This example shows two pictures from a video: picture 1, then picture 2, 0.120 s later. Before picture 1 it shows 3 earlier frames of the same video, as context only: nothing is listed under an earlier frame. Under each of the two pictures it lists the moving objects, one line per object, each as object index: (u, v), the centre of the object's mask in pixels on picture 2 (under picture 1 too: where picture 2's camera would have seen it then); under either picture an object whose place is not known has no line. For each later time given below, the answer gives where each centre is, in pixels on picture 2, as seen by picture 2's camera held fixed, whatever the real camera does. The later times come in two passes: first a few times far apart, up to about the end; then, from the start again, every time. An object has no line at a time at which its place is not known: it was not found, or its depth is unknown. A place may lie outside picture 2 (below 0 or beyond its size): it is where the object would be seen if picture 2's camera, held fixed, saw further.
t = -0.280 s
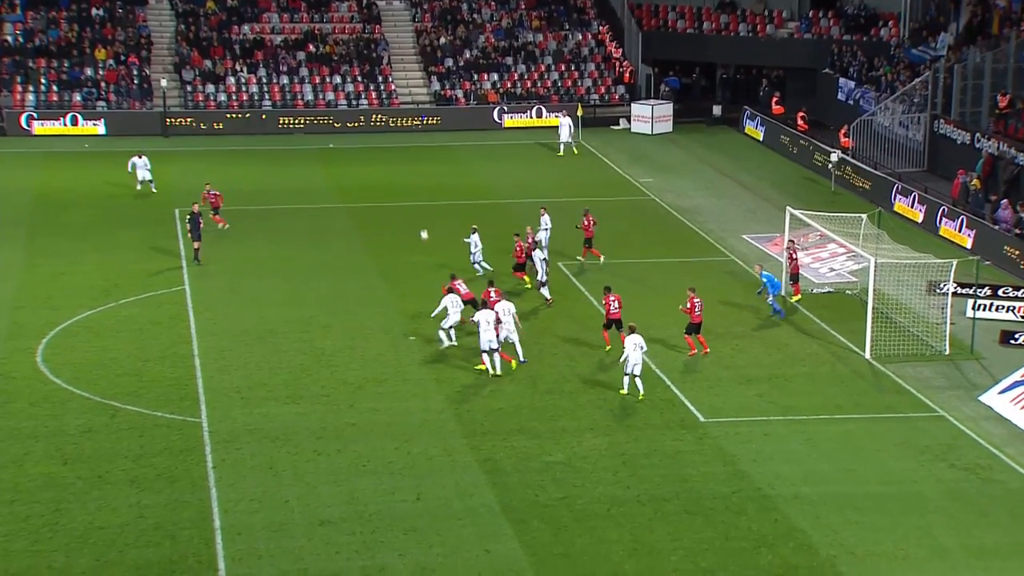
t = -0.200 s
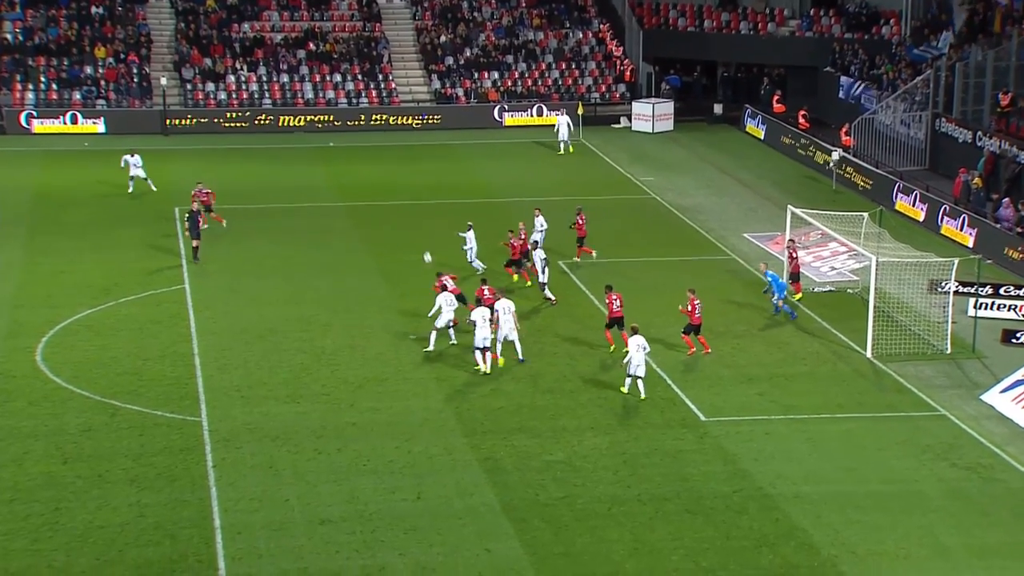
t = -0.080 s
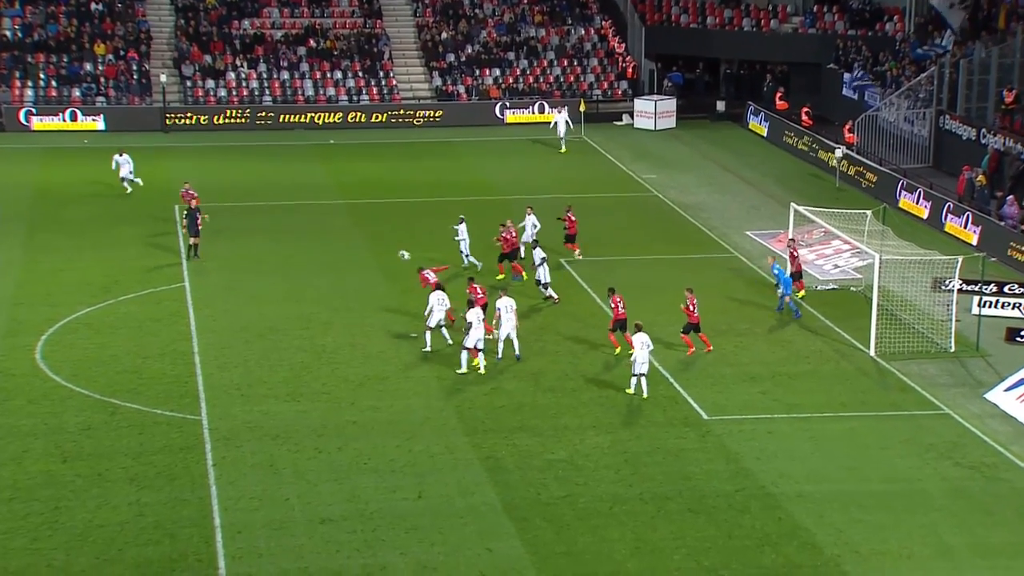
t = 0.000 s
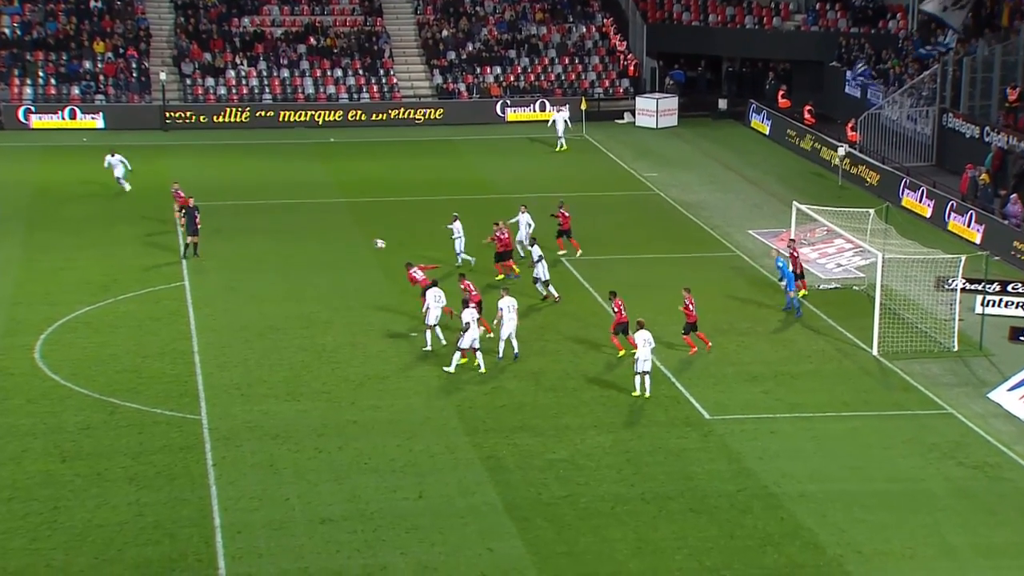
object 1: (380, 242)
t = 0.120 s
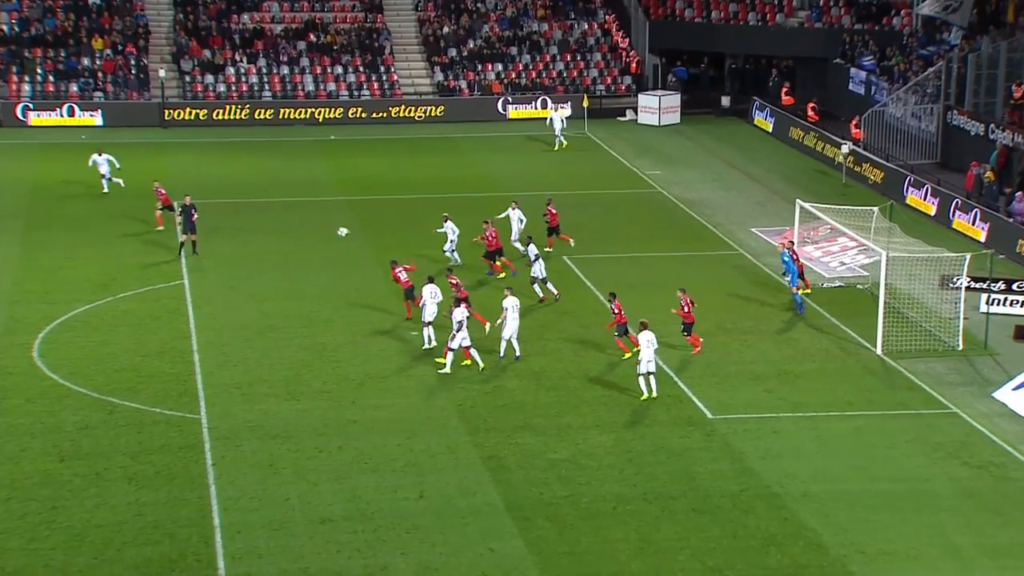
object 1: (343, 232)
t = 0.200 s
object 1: (318, 227)
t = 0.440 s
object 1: (252, 234)
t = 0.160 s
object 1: (330, 229)
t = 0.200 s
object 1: (318, 227)
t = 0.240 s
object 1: (307, 227)
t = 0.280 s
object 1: (295, 227)
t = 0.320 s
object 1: (285, 228)
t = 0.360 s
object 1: (273, 230)
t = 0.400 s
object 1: (262, 232)
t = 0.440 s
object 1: (252, 234)
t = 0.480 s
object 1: (241, 239)
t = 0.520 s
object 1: (231, 243)
